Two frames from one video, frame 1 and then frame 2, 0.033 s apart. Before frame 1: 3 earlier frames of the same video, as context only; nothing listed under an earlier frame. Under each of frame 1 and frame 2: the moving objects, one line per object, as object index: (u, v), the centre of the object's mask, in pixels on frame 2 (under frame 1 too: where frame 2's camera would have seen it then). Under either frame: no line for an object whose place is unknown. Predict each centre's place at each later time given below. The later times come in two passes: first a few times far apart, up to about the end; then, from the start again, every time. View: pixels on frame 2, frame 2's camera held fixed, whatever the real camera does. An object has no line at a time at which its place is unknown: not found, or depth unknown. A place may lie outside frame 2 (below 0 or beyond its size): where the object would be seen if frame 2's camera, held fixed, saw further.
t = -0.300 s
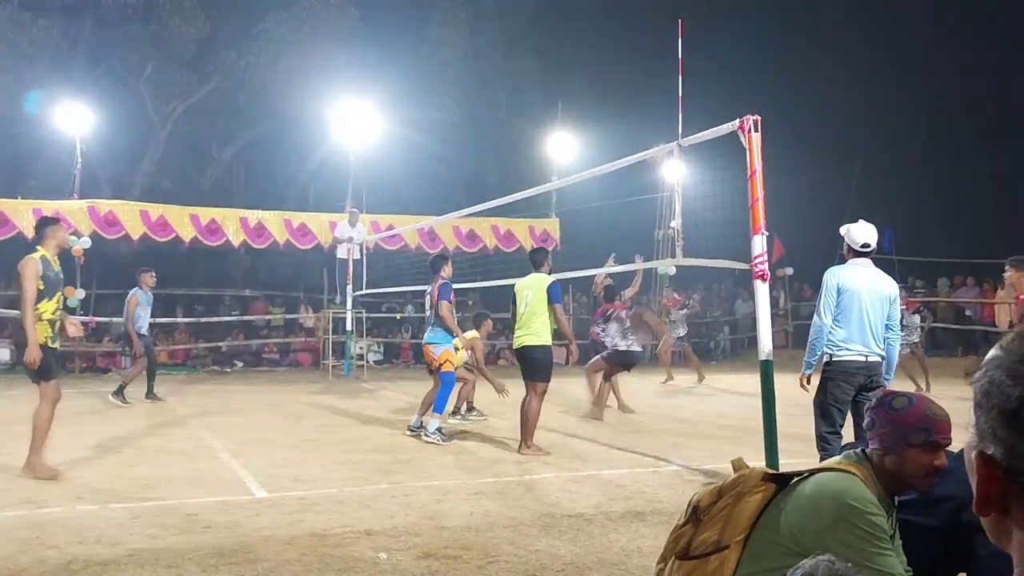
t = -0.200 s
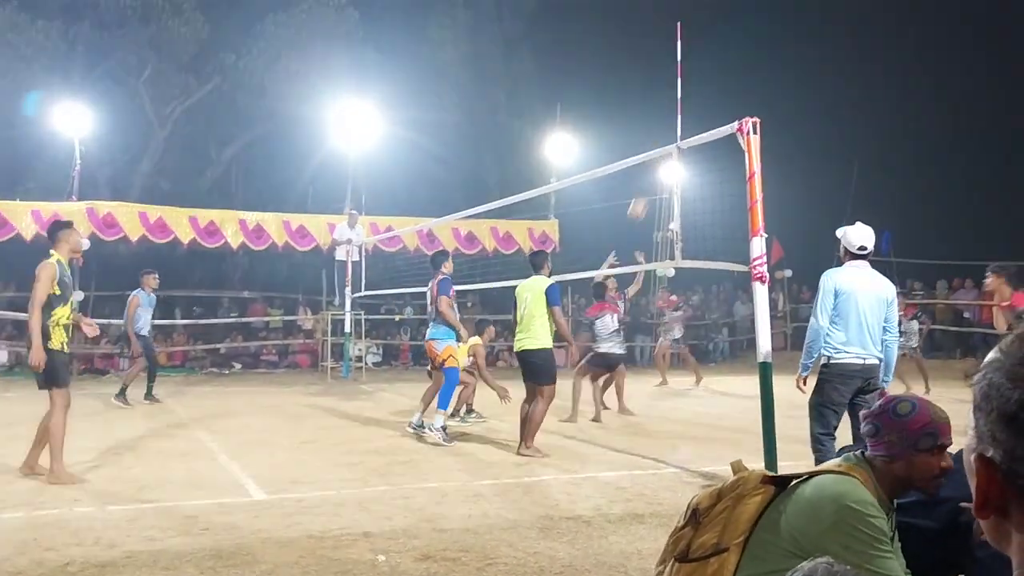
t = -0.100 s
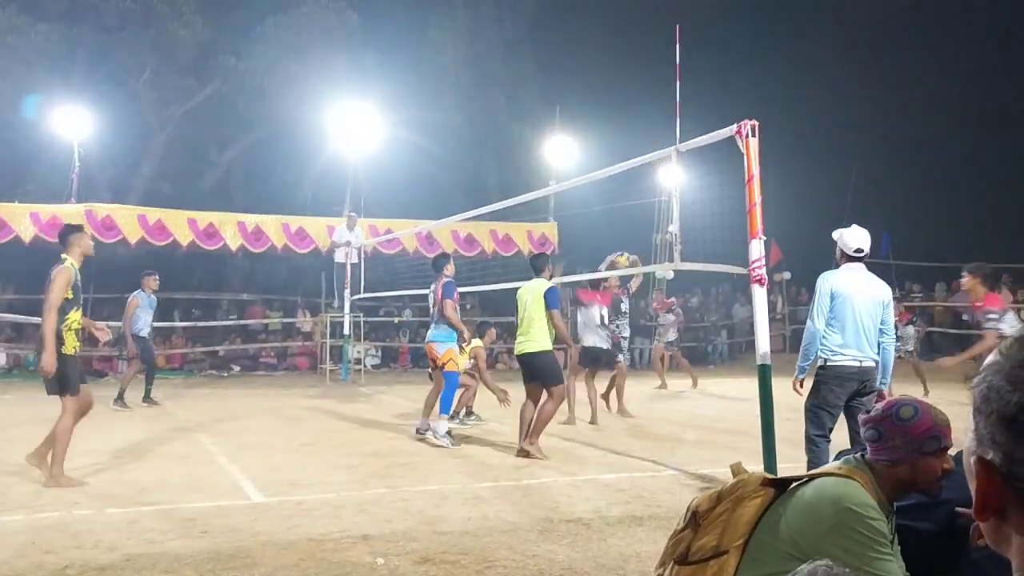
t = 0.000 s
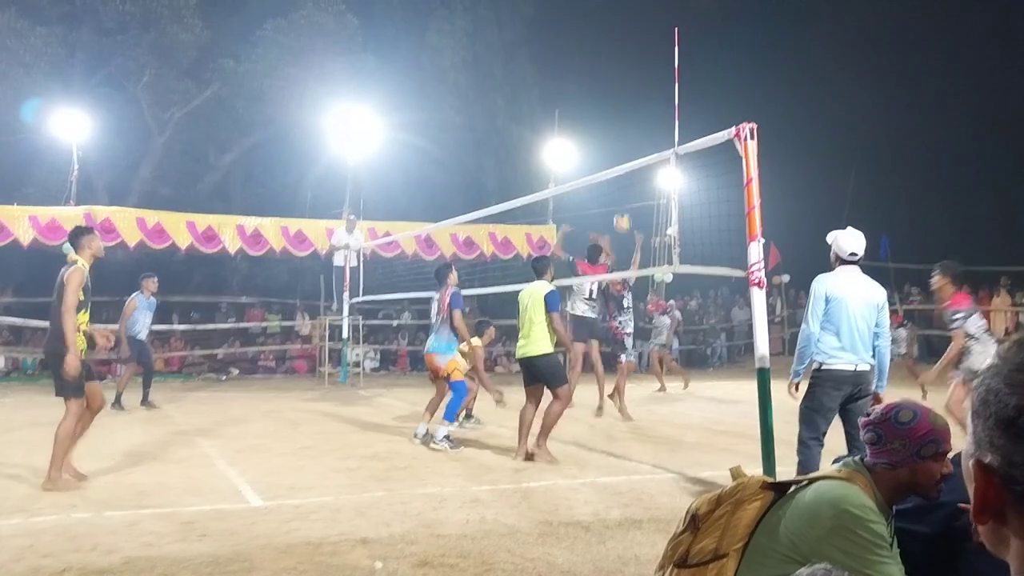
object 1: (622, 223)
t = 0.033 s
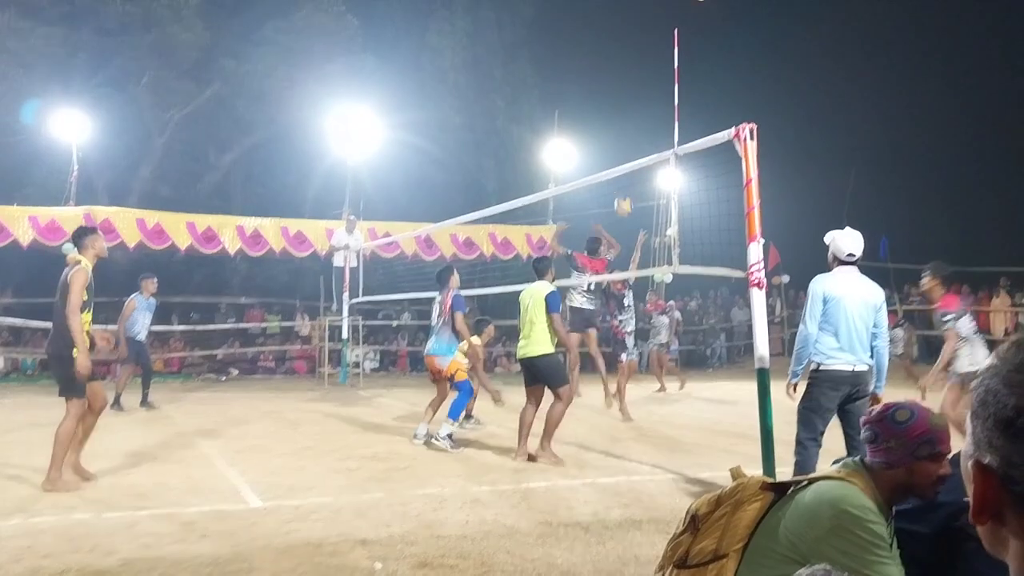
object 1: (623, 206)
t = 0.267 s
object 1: (633, 109)
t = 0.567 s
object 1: (648, 46)
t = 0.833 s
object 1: (663, 56)
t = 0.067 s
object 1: (625, 190)
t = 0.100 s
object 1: (626, 177)
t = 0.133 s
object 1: (627, 157)
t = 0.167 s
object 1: (629, 145)
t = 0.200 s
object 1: (630, 132)
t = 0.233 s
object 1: (632, 120)
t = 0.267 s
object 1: (633, 109)
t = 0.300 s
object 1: (635, 98)
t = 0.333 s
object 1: (637, 88)
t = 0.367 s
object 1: (638, 80)
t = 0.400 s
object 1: (640, 72)
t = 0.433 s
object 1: (642, 65)
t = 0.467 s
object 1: (643, 59)
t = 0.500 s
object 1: (645, 53)
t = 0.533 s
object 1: (646, 49)
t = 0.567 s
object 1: (648, 46)
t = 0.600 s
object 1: (650, 43)
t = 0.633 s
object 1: (652, 42)
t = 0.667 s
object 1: (653, 41)
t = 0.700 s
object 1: (655, 42)
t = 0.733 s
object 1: (657, 44)
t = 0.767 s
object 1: (659, 47)
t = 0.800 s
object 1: (661, 50)
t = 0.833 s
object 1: (663, 56)
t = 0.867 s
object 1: (664, 62)
